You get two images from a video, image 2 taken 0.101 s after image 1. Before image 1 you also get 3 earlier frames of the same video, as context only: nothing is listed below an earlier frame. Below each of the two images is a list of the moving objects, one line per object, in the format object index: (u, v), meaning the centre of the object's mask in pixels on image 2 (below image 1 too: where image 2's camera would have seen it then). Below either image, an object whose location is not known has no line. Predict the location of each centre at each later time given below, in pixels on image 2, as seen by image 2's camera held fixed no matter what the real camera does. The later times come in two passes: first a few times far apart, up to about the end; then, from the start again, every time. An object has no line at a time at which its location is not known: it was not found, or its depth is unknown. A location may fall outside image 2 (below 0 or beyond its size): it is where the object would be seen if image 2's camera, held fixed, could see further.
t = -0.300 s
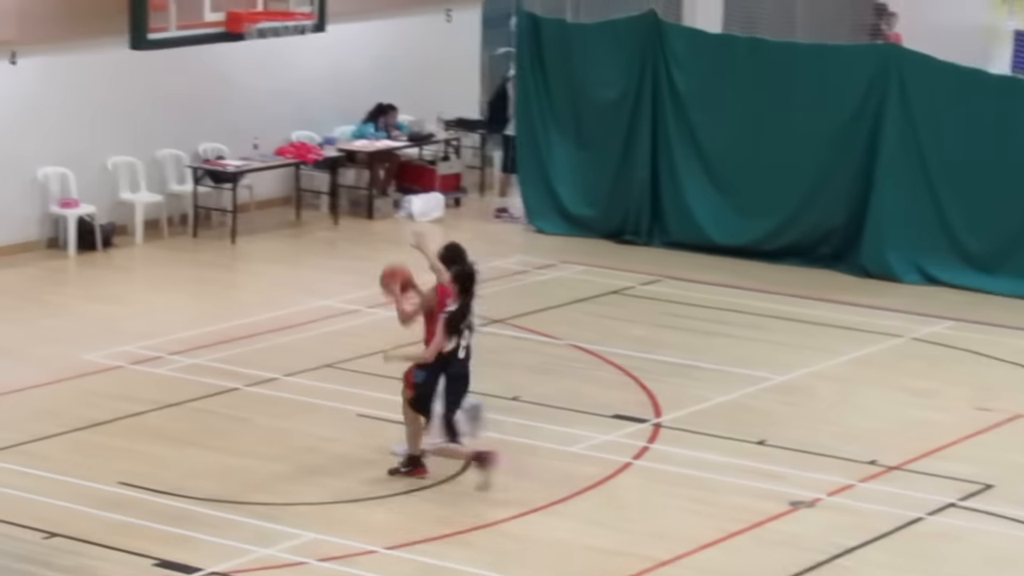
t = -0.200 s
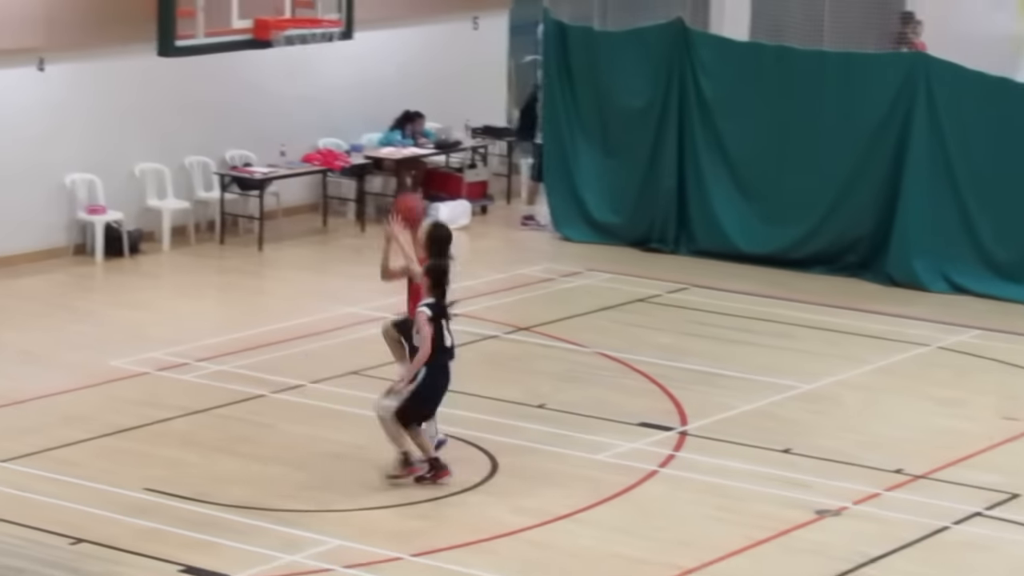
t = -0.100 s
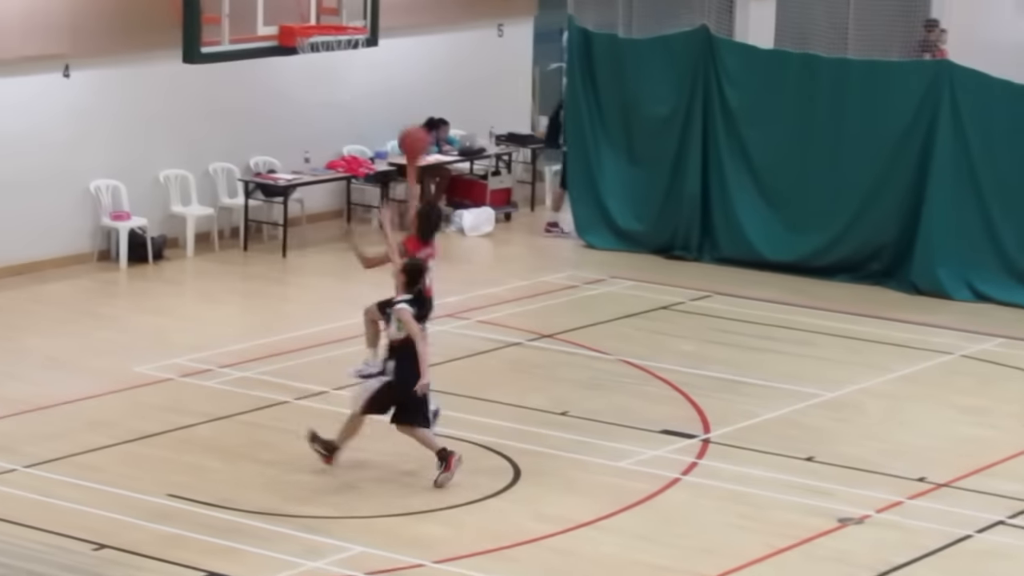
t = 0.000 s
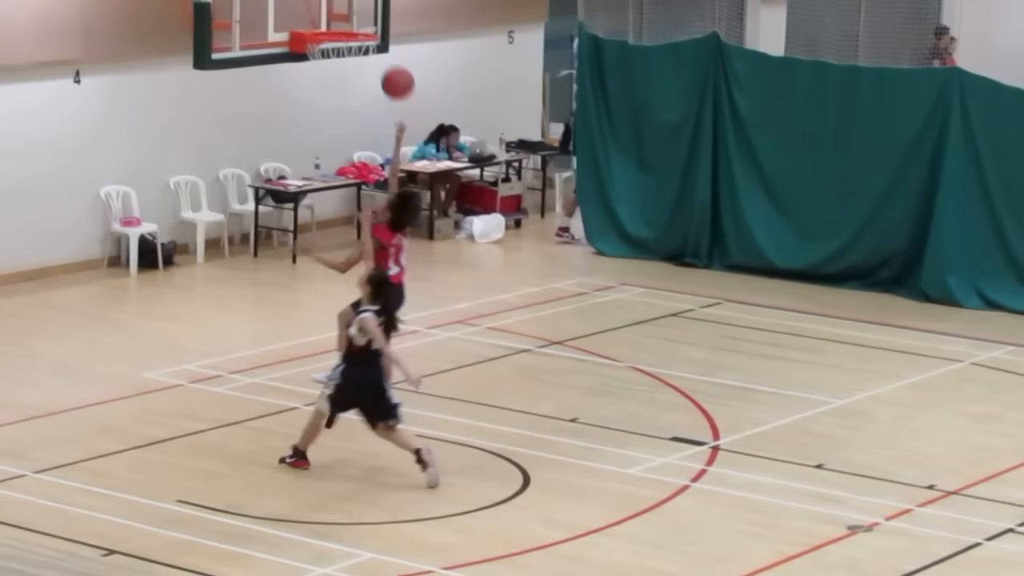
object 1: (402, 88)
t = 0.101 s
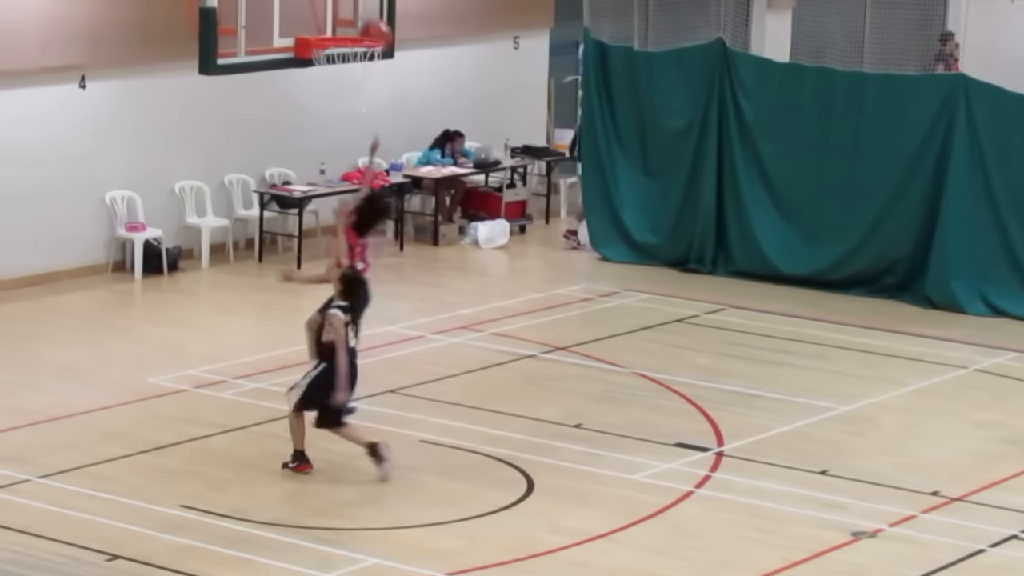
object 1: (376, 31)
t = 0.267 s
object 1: (356, -2)
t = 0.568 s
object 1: (370, 28)
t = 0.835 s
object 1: (342, 63)
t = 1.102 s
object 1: (374, 161)
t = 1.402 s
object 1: (403, 388)
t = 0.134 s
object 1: (366, 21)
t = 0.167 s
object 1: (357, 10)
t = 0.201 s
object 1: (352, 4)
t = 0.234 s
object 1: (353, 1)
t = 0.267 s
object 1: (356, -2)
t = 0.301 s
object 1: (357, -3)
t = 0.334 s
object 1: (359, -4)
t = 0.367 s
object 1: (361, -3)
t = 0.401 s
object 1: (363, -2)
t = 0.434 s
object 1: (364, 0)
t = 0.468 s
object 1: (366, 3)
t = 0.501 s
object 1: (367, 9)
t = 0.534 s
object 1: (369, 18)
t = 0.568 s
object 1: (370, 28)
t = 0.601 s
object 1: (365, 29)
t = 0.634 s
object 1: (356, 29)
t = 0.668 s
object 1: (349, 30)
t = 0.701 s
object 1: (342, 32)
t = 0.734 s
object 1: (335, 33)
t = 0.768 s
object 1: (334, 36)
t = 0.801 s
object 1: (337, 59)
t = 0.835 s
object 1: (342, 63)
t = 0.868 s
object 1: (347, 69)
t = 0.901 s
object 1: (352, 80)
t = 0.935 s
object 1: (356, 91)
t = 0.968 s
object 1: (360, 102)
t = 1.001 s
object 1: (363, 115)
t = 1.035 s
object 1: (367, 129)
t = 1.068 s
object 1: (370, 144)
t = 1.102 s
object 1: (374, 161)
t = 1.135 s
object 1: (377, 181)
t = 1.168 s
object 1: (381, 202)
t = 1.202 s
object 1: (384, 223)
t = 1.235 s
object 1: (387, 246)
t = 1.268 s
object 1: (391, 272)
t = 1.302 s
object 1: (394, 299)
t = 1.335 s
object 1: (397, 326)
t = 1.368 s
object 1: (400, 357)
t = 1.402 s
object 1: (403, 388)
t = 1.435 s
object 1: (407, 421)
